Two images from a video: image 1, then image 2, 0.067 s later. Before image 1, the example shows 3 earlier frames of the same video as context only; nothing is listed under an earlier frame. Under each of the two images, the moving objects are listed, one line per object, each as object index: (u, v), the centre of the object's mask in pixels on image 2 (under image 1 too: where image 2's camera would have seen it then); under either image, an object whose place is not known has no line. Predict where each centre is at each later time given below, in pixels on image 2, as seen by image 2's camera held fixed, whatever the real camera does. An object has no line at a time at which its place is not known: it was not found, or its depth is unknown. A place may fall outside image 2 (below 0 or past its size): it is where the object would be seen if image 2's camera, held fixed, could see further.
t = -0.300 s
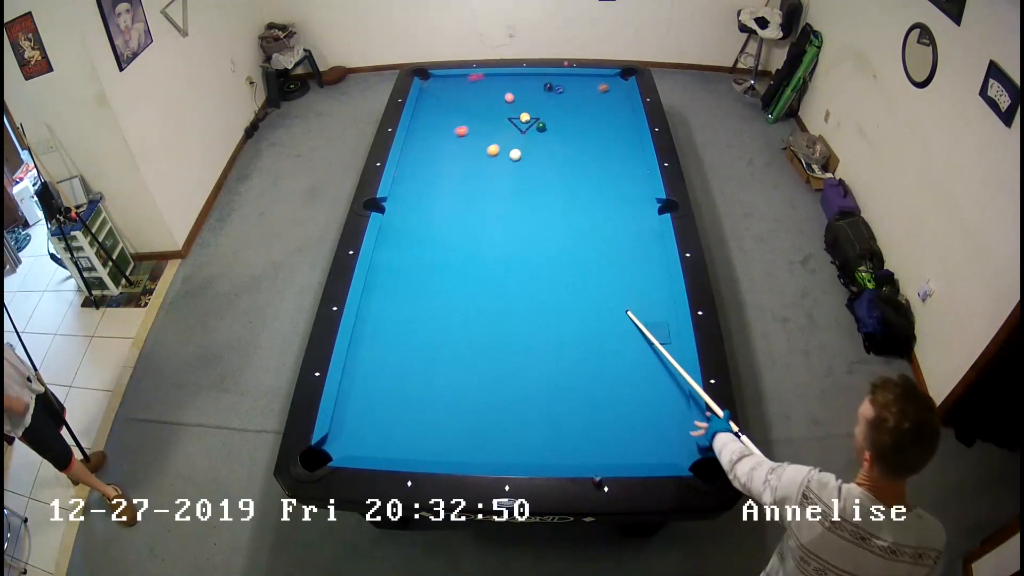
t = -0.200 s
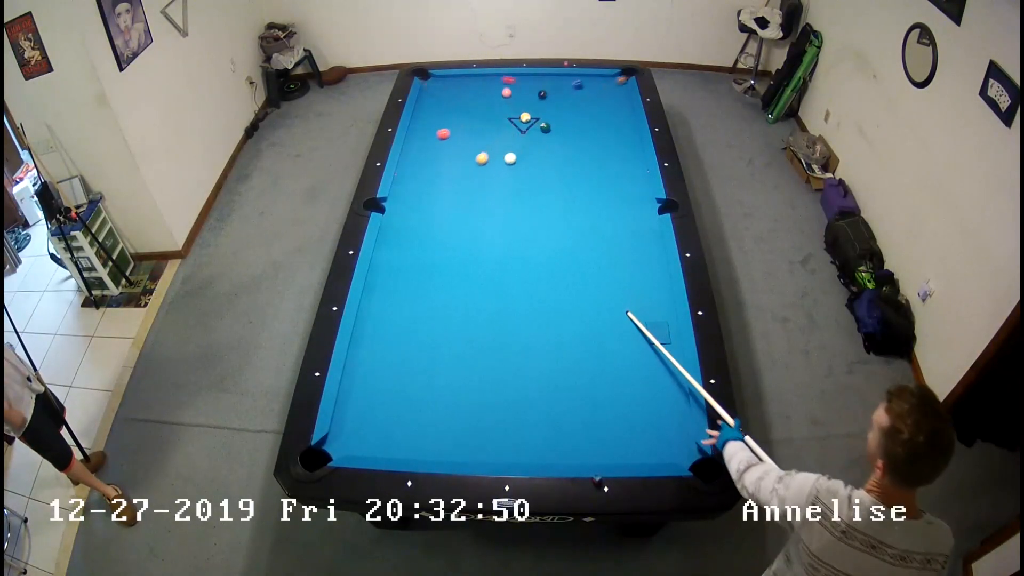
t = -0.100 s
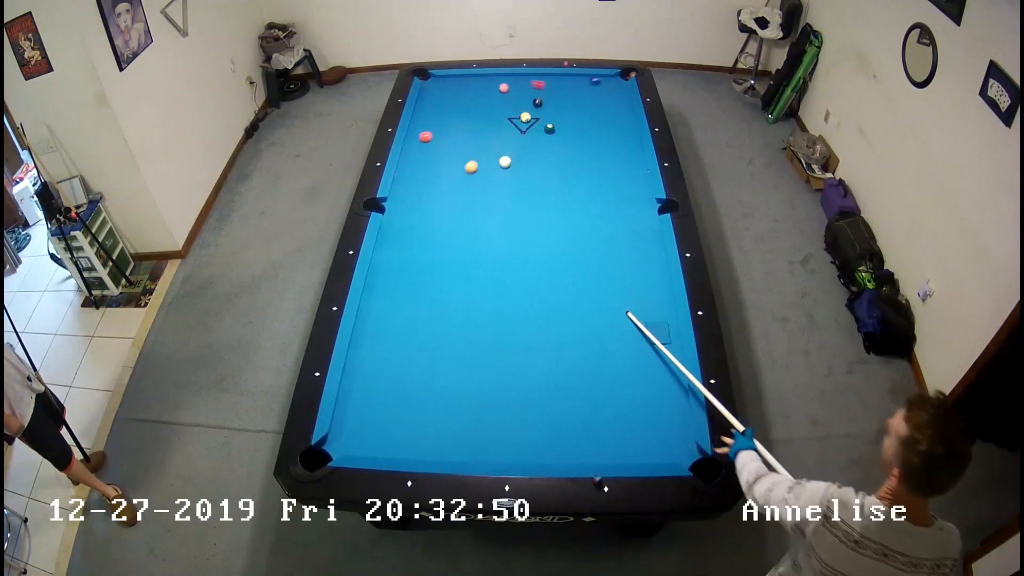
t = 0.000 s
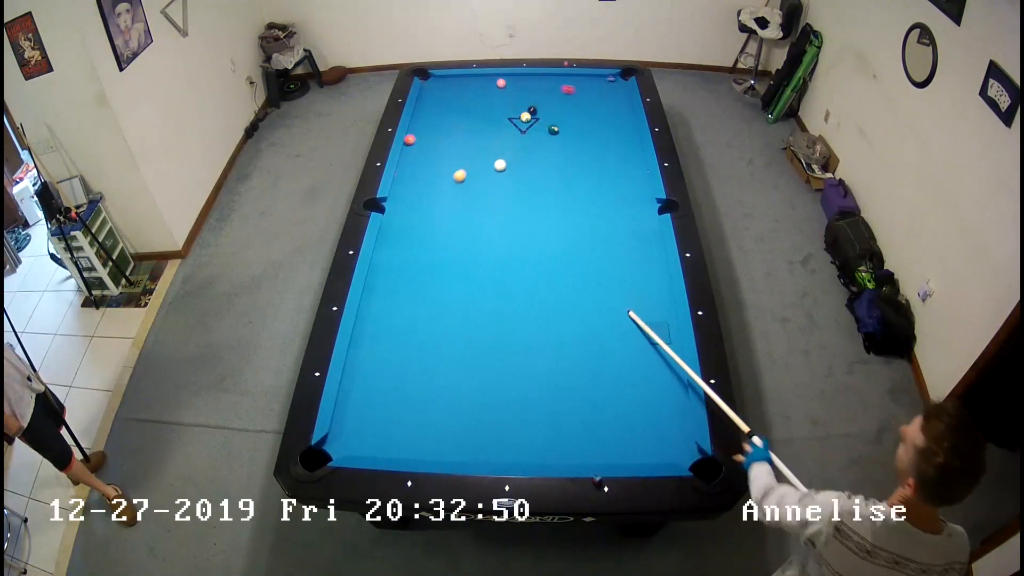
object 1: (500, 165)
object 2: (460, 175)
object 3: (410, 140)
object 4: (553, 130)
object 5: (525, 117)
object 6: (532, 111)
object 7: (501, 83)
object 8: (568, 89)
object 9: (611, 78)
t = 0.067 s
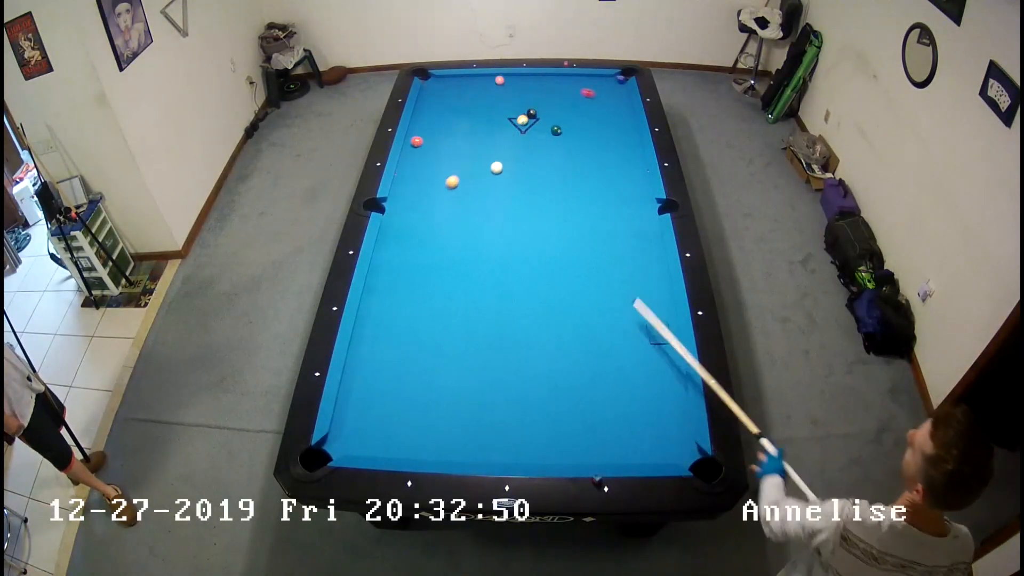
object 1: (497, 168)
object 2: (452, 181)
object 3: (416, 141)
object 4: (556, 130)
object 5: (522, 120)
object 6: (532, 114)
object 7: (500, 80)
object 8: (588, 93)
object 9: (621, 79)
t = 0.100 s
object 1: (495, 169)
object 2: (448, 184)
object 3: (420, 142)
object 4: (557, 131)
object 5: (520, 122)
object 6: (531, 114)
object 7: (499, 79)
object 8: (597, 95)
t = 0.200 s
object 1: (490, 172)
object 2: (437, 194)
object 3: (429, 145)
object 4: (561, 131)
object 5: (514, 128)
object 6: (532, 116)
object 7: (496, 76)
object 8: (626, 101)
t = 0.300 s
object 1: (485, 175)
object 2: (425, 203)
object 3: (439, 148)
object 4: (564, 132)
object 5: (509, 133)
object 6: (533, 119)
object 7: (494, 79)
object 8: (609, 109)
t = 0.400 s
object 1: (480, 179)
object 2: (413, 213)
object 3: (448, 151)
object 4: (568, 133)
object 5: (503, 138)
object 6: (533, 122)
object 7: (491, 82)
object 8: (592, 117)
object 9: (613, 78)
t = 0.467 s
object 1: (477, 181)
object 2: (405, 220)
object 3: (455, 152)
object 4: (570, 133)
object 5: (499, 142)
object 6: (533, 123)
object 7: (490, 83)
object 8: (581, 123)
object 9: (612, 79)
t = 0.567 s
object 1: (473, 184)
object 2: (393, 230)
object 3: (465, 155)
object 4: (571, 139)
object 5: (493, 148)
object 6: (533, 126)
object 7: (487, 86)
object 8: (566, 127)
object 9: (611, 79)
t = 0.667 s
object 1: (468, 187)
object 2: (382, 240)
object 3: (475, 158)
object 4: (572, 149)
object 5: (488, 153)
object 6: (534, 128)
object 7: (485, 89)
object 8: (554, 127)
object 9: (610, 79)
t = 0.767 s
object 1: (464, 190)
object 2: (386, 247)
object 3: (476, 164)
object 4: (572, 157)
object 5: (491, 156)
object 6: (531, 132)
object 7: (482, 91)
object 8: (543, 127)
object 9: (610, 80)
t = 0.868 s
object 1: (460, 194)
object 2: (390, 254)
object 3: (476, 171)
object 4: (574, 165)
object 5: (495, 158)
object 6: (523, 136)
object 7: (480, 94)
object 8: (539, 127)
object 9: (609, 81)
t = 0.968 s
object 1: (455, 196)
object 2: (393, 261)
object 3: (476, 177)
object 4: (574, 174)
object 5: (499, 160)
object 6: (515, 140)
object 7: (478, 97)
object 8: (535, 126)
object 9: (608, 81)
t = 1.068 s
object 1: (451, 200)
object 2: (397, 268)
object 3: (477, 183)
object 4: (575, 183)
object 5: (502, 162)
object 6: (508, 144)
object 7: (476, 99)
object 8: (530, 126)
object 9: (607, 82)
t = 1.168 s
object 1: (447, 203)
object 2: (401, 276)
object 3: (477, 190)
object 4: (576, 192)
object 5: (506, 165)
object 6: (500, 148)
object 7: (473, 102)
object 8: (527, 125)
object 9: (606, 81)
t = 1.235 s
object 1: (445, 205)
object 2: (403, 281)
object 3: (478, 194)
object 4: (576, 198)
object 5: (509, 166)
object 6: (495, 151)
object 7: (472, 103)
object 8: (524, 125)
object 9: (606, 83)
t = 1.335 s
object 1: (441, 207)
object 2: (407, 288)
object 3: (478, 200)
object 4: (577, 208)
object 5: (512, 168)
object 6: (488, 155)
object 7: (469, 106)
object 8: (520, 124)
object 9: (606, 83)
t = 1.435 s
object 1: (437, 210)
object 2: (411, 296)
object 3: (479, 207)
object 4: (578, 218)
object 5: (516, 170)
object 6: (480, 159)
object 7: (467, 108)
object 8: (516, 123)
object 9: (605, 83)
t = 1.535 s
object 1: (434, 213)
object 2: (415, 303)
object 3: (479, 214)
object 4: (578, 228)
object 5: (519, 172)
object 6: (473, 163)
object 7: (465, 111)
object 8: (513, 123)
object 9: (605, 84)
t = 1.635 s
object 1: (430, 215)
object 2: (419, 311)
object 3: (480, 220)
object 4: (579, 238)
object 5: (522, 173)
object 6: (465, 167)
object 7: (463, 113)
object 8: (509, 122)
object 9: (605, 84)
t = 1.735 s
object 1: (427, 218)
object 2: (424, 318)
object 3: (480, 227)
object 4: (580, 249)
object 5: (526, 175)
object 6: (458, 171)
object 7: (461, 115)
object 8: (506, 122)
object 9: (604, 84)
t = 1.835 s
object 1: (424, 220)
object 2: (428, 325)
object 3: (481, 234)
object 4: (580, 260)
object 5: (529, 177)
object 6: (451, 175)
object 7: (459, 118)
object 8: (503, 121)
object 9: (604, 84)
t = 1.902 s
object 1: (422, 222)
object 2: (431, 330)
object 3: (482, 238)
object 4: (581, 267)
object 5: (531, 178)
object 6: (446, 178)
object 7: (458, 119)
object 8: (501, 121)
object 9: (604, 84)
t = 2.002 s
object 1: (419, 224)
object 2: (435, 338)
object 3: (482, 245)
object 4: (582, 279)
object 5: (534, 179)
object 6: (438, 182)
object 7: (456, 121)
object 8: (498, 121)
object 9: (604, 84)
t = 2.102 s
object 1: (416, 226)
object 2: (439, 345)
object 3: (483, 252)
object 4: (582, 289)
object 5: (536, 181)
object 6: (431, 187)
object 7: (454, 123)
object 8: (495, 120)
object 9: (604, 83)
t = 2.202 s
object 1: (413, 228)
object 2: (443, 352)
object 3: (483, 259)
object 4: (582, 301)
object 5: (539, 182)
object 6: (424, 191)
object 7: (453, 125)
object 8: (493, 120)
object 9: (604, 82)
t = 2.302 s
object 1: (411, 230)
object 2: (448, 359)
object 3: (484, 265)
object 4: (583, 313)
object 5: (542, 184)
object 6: (417, 195)
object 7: (451, 127)
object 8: (491, 120)
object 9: (604, 82)
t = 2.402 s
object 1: (408, 232)
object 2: (452, 366)
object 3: (485, 272)
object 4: (583, 325)
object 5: (544, 185)
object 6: (410, 198)
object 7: (449, 129)
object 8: (488, 119)
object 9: (604, 82)
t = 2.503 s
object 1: (406, 234)
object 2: (456, 373)
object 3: (485, 279)
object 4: (584, 337)
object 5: (547, 186)
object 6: (403, 203)
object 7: (448, 131)
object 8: (486, 119)
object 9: (604, 84)
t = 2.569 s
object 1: (405, 235)
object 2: (459, 378)
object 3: (485, 283)
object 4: (584, 345)
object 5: (548, 187)
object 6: (399, 205)
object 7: (447, 132)
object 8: (485, 119)
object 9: (604, 84)
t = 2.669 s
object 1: (403, 237)
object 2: (464, 385)
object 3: (486, 290)
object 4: (584, 358)
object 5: (550, 188)
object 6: (392, 209)
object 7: (445, 134)
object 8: (483, 118)
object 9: (604, 84)
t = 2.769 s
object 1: (401, 238)
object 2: (468, 392)
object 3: (486, 296)
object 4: (585, 371)
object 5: (552, 189)
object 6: (387, 212)
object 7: (444, 136)
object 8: (482, 118)
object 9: (604, 84)
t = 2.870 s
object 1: (399, 239)
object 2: (472, 399)
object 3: (487, 303)
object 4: (586, 383)
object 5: (554, 191)
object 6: (387, 211)
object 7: (443, 137)
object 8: (480, 118)
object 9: (604, 84)
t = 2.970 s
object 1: (397, 240)
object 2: (477, 405)
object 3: (488, 309)
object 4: (586, 396)
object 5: (556, 191)
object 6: (388, 209)
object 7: (441, 139)
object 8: (479, 118)
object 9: (604, 84)
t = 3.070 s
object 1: (396, 241)
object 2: (481, 411)
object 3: (488, 315)
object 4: (586, 409)
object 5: (558, 192)
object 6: (388, 206)
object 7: (440, 140)
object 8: (477, 117)
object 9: (604, 84)
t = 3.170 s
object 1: (395, 242)
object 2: (485, 418)
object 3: (488, 322)
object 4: (587, 421)
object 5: (559, 193)
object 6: (390, 205)
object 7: (439, 141)
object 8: (477, 117)
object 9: (604, 84)
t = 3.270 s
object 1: (394, 243)
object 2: (489, 424)
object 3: (489, 328)
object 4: (587, 434)
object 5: (560, 194)
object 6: (391, 203)
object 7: (438, 143)
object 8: (475, 117)
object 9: (604, 84)
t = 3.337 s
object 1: (393, 243)
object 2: (492, 428)
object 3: (489, 332)
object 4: (587, 443)
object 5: (561, 194)
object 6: (392, 201)
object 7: (437, 143)
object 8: (475, 117)
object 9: (604, 84)
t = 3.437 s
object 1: (392, 244)
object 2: (496, 434)
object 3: (490, 338)
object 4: (587, 455)
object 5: (562, 194)
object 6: (392, 200)
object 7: (436, 145)
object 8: (474, 117)
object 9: (604, 84)
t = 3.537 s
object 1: (391, 244)
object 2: (500, 440)
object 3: (491, 344)
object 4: (587, 450)
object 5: (563, 195)
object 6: (393, 198)
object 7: (435, 146)
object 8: (474, 117)
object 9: (604, 82)
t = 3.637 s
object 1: (391, 244)
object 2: (504, 446)
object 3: (491, 349)
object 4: (587, 442)
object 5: (564, 195)
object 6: (394, 197)
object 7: (434, 147)
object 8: (473, 117)
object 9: (604, 82)
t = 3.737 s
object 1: (391, 245)
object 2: (508, 451)
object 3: (492, 355)
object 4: (587, 435)
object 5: (565, 196)
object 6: (395, 196)
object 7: (434, 147)
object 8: (473, 117)
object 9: (604, 82)
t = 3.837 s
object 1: (390, 245)
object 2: (512, 455)
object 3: (493, 361)
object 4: (588, 427)
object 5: (565, 196)
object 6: (396, 195)
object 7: (433, 148)
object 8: (473, 117)
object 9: (604, 84)
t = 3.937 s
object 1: (390, 245)
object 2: (514, 453)
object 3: (493, 366)
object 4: (587, 420)
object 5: (566, 196)
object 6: (397, 194)
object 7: (433, 149)
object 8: (473, 117)
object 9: (604, 84)
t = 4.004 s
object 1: (390, 245)
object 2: (516, 452)
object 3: (494, 369)
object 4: (587, 415)
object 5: (566, 196)
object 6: (397, 194)
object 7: (432, 149)
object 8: (473, 117)
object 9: (604, 84)
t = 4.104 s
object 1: (391, 245)
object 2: (518, 449)
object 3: (495, 374)
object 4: (587, 409)
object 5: (566, 196)
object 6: (398, 192)
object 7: (432, 150)
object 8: (473, 117)
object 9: (604, 84)
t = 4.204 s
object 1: (390, 245)
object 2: (520, 446)
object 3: (495, 379)
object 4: (587, 403)
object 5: (566, 196)
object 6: (398, 192)
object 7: (431, 150)
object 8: (473, 117)
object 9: (604, 84)
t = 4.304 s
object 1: (390, 245)
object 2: (523, 444)
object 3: (495, 384)
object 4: (587, 397)
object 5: (566, 196)
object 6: (398, 191)
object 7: (431, 150)
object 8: (473, 117)
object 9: (604, 84)
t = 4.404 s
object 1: (390, 245)
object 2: (524, 442)
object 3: (496, 389)
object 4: (587, 391)
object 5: (566, 196)
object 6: (399, 191)
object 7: (430, 151)
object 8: (473, 117)
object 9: (604, 84)
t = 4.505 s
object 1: (390, 245)
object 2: (527, 439)
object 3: (497, 393)
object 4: (587, 385)
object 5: (566, 196)
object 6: (399, 191)
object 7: (430, 151)
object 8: (473, 117)
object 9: (604, 84)
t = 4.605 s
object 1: (391, 245)
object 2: (528, 437)
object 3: (497, 397)
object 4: (587, 379)
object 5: (566, 196)
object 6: (400, 190)
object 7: (430, 151)
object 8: (473, 117)
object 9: (604, 84)
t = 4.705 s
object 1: (391, 245)
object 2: (529, 436)
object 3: (498, 401)
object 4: (587, 374)
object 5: (566, 196)
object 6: (400, 190)
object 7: (430, 151)
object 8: (473, 117)
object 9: (604, 84)
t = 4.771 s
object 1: (390, 245)
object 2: (530, 435)
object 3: (498, 404)
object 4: (587, 371)
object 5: (566, 196)
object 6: (400, 190)
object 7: (430, 151)
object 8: (473, 117)
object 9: (604, 84)
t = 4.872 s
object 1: (390, 245)
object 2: (531, 433)
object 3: (499, 408)
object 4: (587, 367)
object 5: (566, 196)
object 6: (400, 190)
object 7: (430, 151)
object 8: (473, 117)
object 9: (604, 84)
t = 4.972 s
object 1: (390, 245)
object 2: (532, 432)
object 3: (500, 411)
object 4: (587, 362)
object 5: (566, 196)
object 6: (400, 190)
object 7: (430, 151)
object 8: (473, 117)
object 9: (604, 84)
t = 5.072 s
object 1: (391, 245)
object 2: (533, 431)
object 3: (500, 414)
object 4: (587, 358)
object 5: (566, 196)
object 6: (400, 190)
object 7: (430, 151)
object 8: (473, 117)
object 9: (604, 84)
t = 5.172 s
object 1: (390, 245)
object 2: (533, 430)
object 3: (501, 418)
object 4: (587, 354)
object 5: (566, 196)
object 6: (400, 190)
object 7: (430, 151)
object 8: (473, 117)
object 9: (604, 84)
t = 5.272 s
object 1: (390, 245)
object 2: (534, 429)
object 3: (501, 421)
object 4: (587, 350)
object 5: (566, 196)
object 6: (400, 190)
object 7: (430, 151)
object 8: (473, 117)
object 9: (604, 84)
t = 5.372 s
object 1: (390, 245)
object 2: (534, 428)
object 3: (501, 423)
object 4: (586, 347)
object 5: (566, 196)
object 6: (400, 190)
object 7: (430, 151)
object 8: (473, 117)
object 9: (604, 84)
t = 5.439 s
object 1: (390, 245)
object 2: (535, 428)
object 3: (502, 425)
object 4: (586, 345)
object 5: (566, 196)
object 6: (400, 190)
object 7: (430, 151)
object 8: (473, 117)
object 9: (604, 84)
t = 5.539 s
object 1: (390, 245)
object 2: (535, 428)
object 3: (502, 427)
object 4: (586, 342)
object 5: (566, 196)
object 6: (400, 190)
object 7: (430, 151)
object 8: (473, 117)
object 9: (604, 84)
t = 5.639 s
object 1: (390, 245)
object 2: (535, 427)
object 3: (502, 429)
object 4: (585, 338)
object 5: (566, 196)
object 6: (400, 190)
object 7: (430, 151)
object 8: (473, 117)
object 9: (604, 82)
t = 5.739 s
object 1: (390, 245)
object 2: (536, 427)
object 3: (503, 431)
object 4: (585, 335)
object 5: (566, 196)
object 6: (400, 190)
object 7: (430, 151)
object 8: (473, 117)
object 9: (604, 82)
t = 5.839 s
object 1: (390, 245)
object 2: (536, 427)
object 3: (503, 433)
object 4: (585, 333)
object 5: (566, 196)
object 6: (400, 190)
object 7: (430, 151)
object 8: (473, 117)
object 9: (604, 82)
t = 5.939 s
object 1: (390, 245)
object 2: (536, 427)
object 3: (503, 434)
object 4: (584, 330)
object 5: (566, 196)
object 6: (400, 190)
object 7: (430, 151)
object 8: (473, 117)
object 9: (604, 84)
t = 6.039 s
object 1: (390, 245)
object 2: (535, 427)
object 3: (503, 436)
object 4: (584, 328)
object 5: (566, 196)
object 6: (400, 190)
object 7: (430, 151)
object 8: (473, 117)
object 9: (604, 82)
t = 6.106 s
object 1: (390, 245)
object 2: (536, 427)
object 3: (503, 436)
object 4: (584, 327)
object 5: (566, 196)
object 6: (400, 190)
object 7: (430, 151)
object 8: (473, 117)
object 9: (604, 84)
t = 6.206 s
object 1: (390, 245)
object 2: (536, 427)
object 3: (504, 437)
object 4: (583, 325)
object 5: (566, 196)
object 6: (400, 190)
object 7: (430, 151)
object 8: (473, 117)
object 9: (604, 84)
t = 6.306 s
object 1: (390, 245)
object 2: (535, 427)
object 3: (504, 437)
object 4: (583, 323)
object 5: (566, 196)
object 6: (400, 190)
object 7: (430, 151)
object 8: (473, 117)
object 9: (604, 84)
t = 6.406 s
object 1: (390, 245)
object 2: (536, 427)
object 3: (504, 438)
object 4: (583, 321)
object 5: (566, 196)
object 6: (400, 190)
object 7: (430, 151)
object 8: (473, 117)
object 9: (604, 84)
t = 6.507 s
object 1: (390, 245)
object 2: (536, 427)
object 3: (504, 437)
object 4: (582, 320)
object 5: (566, 196)
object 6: (400, 190)
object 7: (430, 151)
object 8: (473, 117)
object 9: (604, 84)
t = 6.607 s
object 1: (390, 245)
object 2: (536, 427)
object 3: (504, 437)
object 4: (582, 318)
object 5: (566, 196)
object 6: (400, 190)
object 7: (430, 151)
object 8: (473, 117)
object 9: (604, 84)
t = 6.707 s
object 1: (390, 245)
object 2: (536, 427)
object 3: (504, 437)
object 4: (582, 317)
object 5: (566, 196)
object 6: (400, 190)
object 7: (430, 151)
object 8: (473, 117)
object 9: (604, 83)
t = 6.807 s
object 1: (390, 245)
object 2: (536, 427)
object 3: (504, 437)
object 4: (582, 316)
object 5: (566, 196)
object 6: (400, 190)
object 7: (430, 151)
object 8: (473, 117)
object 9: (604, 82)
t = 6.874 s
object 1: (390, 245)
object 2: (536, 427)
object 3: (504, 437)
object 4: (582, 315)
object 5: (566, 196)
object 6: (400, 190)
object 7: (430, 151)
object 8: (473, 117)
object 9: (604, 83)
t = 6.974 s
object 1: (390, 245)
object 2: (536, 427)
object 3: (504, 437)
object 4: (581, 315)
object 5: (566, 196)
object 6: (400, 190)
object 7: (430, 151)
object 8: (473, 117)
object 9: (604, 82)
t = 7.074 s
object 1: (391, 245)
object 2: (536, 427)
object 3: (504, 437)
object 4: (581, 314)
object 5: (566, 196)
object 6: (400, 190)
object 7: (430, 151)
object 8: (473, 117)
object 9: (604, 84)
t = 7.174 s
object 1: (390, 245)
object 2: (536, 427)
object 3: (504, 437)
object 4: (581, 314)
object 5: (566, 196)
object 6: (400, 190)
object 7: (430, 151)
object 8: (473, 117)
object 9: (604, 84)
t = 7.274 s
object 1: (390, 245)
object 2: (536, 427)
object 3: (504, 437)
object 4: (580, 313)
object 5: (566, 196)
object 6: (400, 190)
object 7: (430, 151)
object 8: (473, 117)
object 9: (604, 84)
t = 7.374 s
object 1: (391, 245)
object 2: (536, 427)
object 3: (504, 437)
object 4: (580, 313)
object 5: (566, 196)
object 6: (400, 190)
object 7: (430, 151)
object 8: (473, 117)
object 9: (604, 82)
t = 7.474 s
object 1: (390, 245)
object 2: (536, 427)
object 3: (504, 437)
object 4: (580, 313)
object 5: (566, 196)
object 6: (400, 190)
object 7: (430, 151)
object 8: (473, 117)
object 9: (604, 82)
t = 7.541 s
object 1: (390, 245)
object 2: (536, 427)
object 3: (504, 437)
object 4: (580, 313)
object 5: (566, 196)
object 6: (400, 190)
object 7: (430, 151)
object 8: (473, 117)
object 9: (604, 84)
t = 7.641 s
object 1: (390, 245)
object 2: (536, 427)
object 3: (504, 437)
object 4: (580, 313)
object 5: (566, 196)
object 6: (400, 190)
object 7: (430, 151)
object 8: (473, 117)
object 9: (604, 82)
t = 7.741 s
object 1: (390, 245)
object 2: (536, 427)
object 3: (504, 437)
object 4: (580, 313)
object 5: (566, 196)
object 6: (400, 190)
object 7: (430, 151)
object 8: (473, 117)
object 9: (604, 82)
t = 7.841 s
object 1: (390, 245)
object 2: (536, 427)
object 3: (504, 437)
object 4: (580, 313)
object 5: (566, 196)
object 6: (400, 190)
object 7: (430, 151)
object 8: (473, 117)
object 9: (604, 83)
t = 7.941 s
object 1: (390, 245)
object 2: (536, 427)
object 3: (504, 437)
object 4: (580, 313)
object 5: (566, 196)
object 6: (400, 190)
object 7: (430, 151)
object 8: (473, 117)
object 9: (604, 82)
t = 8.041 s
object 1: (390, 245)
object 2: (536, 427)
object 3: (504, 437)
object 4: (580, 313)
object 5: (566, 196)
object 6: (400, 190)
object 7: (430, 151)
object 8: (473, 117)
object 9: (604, 84)
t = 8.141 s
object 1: (390, 245)
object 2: (536, 427)
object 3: (504, 437)
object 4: (580, 313)
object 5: (566, 196)
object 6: (400, 190)
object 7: (430, 151)
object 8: (473, 117)
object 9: (604, 84)
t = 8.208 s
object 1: (390, 245)
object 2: (536, 427)
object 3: (504, 437)
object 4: (580, 313)
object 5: (566, 196)
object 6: (400, 190)
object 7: (430, 151)
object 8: (473, 117)
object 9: (604, 84)
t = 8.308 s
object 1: (390, 245)
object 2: (536, 427)
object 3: (504, 437)
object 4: (580, 313)
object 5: (566, 196)
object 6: (400, 190)
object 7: (430, 151)
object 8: (473, 117)
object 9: (604, 83)
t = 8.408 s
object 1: (390, 245)
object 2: (536, 427)
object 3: (504, 437)
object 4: (580, 313)
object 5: (566, 196)
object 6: (400, 190)
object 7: (430, 151)
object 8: (473, 117)
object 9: (604, 82)
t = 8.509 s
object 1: (390, 245)
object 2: (536, 427)
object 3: (504, 437)
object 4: (580, 313)
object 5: (566, 196)
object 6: (400, 190)
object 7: (430, 151)
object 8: (473, 117)
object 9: (604, 82)
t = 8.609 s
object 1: (390, 245)
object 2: (536, 427)
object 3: (504, 437)
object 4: (580, 313)
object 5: (566, 196)
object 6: (400, 190)
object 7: (430, 151)
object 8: (473, 117)
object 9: (604, 81)
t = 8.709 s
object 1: (390, 245)
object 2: (536, 427)
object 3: (504, 437)
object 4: (580, 313)
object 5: (566, 196)
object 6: (400, 190)
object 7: (430, 151)
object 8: (473, 117)
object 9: (604, 81)
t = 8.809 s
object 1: (390, 245)
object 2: (536, 427)
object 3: (504, 437)
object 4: (580, 313)
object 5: (566, 196)
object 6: (400, 190)
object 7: (430, 151)
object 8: (473, 117)
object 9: (604, 81)
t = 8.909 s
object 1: (390, 245)
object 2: (536, 427)
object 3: (504, 437)
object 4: (580, 313)
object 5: (566, 196)
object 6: (400, 190)
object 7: (430, 151)
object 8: (473, 117)
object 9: (604, 81)
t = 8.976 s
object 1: (390, 245)
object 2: (536, 427)
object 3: (504, 437)
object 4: (580, 313)
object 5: (566, 196)
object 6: (400, 190)
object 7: (430, 151)
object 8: (473, 117)
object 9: (604, 81)
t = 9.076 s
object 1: (390, 245)
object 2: (536, 427)
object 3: (504, 437)
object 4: (580, 313)
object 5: (566, 196)
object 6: (400, 190)
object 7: (430, 151)
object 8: (473, 117)
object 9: (604, 81)
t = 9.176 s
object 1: (390, 245)
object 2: (536, 427)
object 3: (504, 437)
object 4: (580, 313)
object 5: (566, 196)
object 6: (400, 190)
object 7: (430, 151)
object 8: (473, 117)
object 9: (604, 81)
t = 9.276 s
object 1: (390, 245)
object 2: (535, 427)
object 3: (504, 437)
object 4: (580, 313)
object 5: (566, 196)
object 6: (400, 190)
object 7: (430, 150)
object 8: (473, 116)
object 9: (604, 82)
